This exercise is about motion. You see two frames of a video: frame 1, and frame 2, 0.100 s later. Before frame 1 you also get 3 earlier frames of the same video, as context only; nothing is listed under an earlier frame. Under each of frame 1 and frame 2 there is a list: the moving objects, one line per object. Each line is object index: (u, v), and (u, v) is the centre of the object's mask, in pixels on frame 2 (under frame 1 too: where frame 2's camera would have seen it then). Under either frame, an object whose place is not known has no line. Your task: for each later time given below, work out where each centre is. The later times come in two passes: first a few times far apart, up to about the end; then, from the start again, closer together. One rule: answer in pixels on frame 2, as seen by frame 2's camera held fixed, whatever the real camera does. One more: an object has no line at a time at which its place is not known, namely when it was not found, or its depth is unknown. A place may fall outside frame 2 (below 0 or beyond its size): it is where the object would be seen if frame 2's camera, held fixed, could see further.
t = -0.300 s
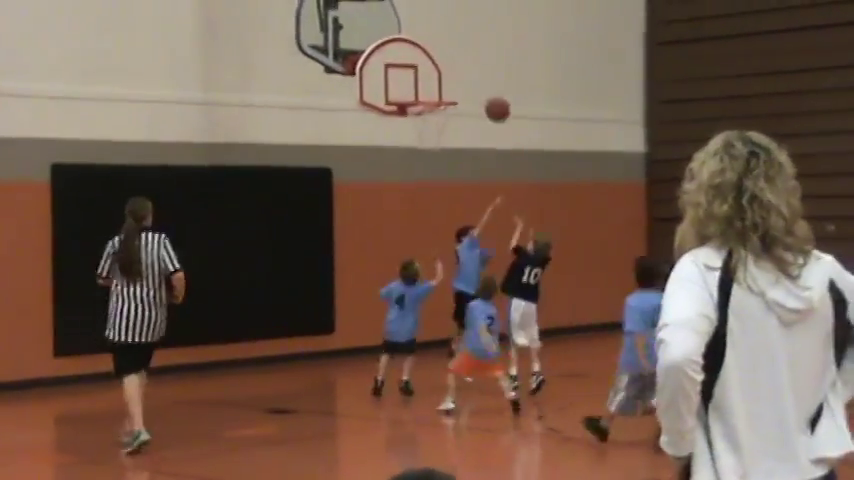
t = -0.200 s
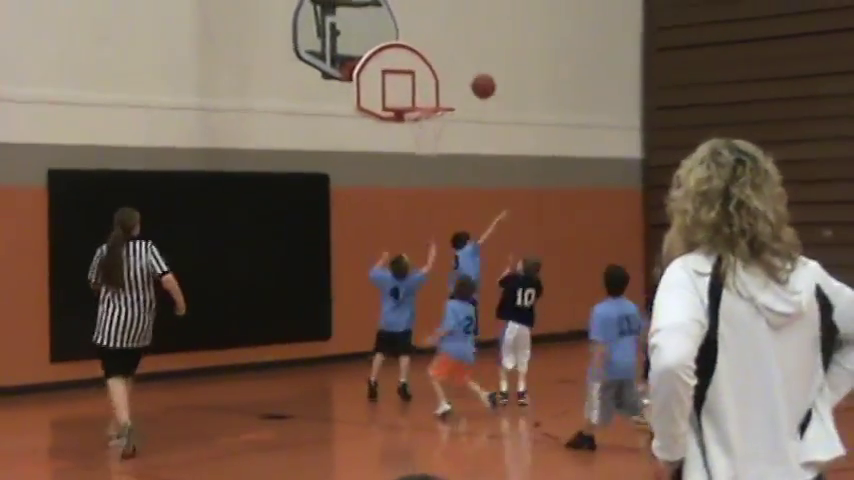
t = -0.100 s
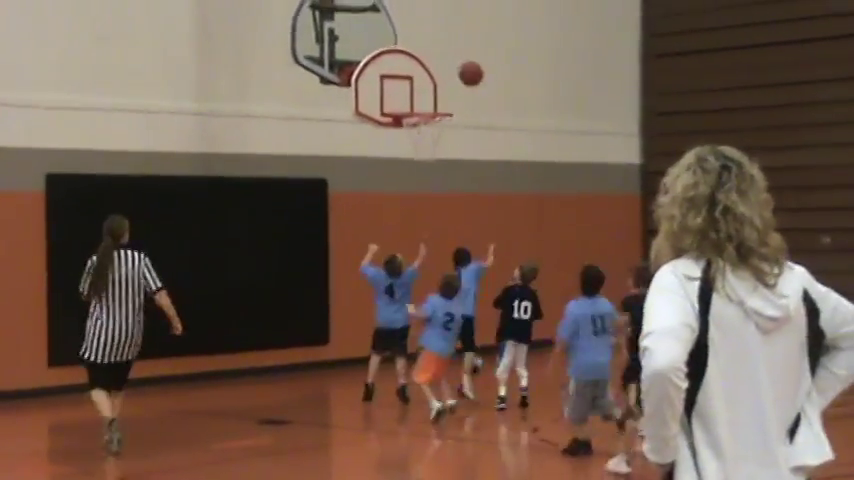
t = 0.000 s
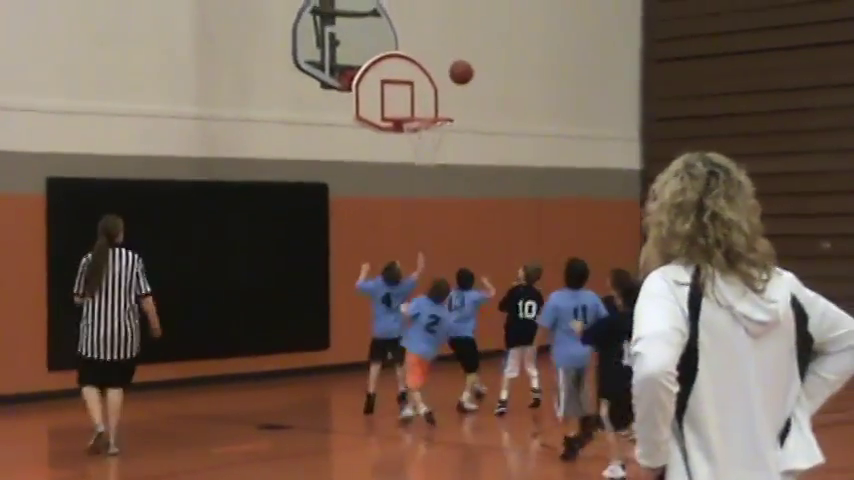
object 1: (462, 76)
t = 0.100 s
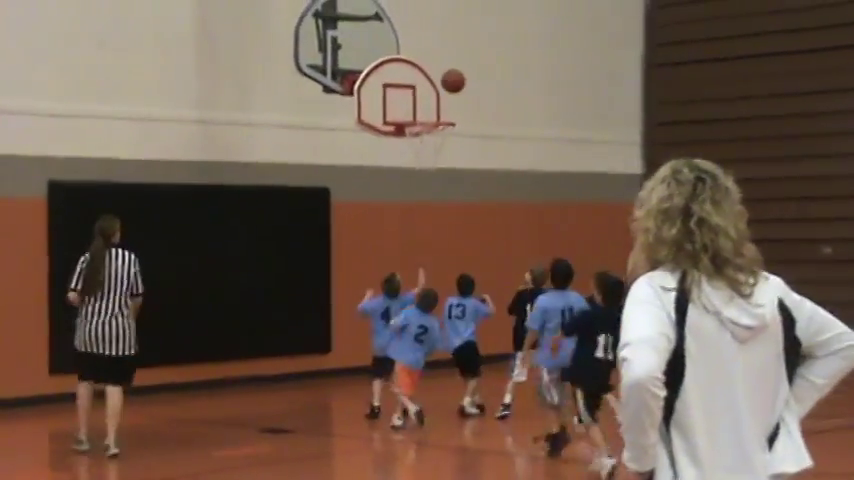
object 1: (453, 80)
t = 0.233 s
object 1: (440, 104)
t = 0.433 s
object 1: (414, 138)
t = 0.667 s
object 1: (415, 145)
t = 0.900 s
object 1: (434, 169)
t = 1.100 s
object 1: (443, 219)
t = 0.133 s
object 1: (450, 85)
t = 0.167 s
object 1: (447, 90)
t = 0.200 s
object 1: (443, 96)
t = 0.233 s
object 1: (440, 104)
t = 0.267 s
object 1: (437, 113)
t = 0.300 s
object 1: (432, 119)
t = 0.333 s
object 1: (428, 121)
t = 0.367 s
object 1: (424, 126)
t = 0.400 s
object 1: (419, 132)
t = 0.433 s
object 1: (414, 138)
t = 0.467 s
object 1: (411, 143)
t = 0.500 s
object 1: (410, 143)
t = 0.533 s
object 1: (409, 143)
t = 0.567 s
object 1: (409, 143)
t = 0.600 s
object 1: (410, 143)
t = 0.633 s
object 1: (413, 144)
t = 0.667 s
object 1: (415, 145)
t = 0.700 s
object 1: (417, 146)
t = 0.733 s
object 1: (420, 150)
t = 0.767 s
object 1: (423, 154)
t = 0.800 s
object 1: (426, 158)
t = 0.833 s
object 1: (429, 162)
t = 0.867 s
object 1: (431, 165)
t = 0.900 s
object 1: (434, 169)
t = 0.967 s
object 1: (438, 180)
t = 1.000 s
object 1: (440, 188)
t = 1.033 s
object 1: (443, 196)
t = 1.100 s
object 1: (443, 219)
